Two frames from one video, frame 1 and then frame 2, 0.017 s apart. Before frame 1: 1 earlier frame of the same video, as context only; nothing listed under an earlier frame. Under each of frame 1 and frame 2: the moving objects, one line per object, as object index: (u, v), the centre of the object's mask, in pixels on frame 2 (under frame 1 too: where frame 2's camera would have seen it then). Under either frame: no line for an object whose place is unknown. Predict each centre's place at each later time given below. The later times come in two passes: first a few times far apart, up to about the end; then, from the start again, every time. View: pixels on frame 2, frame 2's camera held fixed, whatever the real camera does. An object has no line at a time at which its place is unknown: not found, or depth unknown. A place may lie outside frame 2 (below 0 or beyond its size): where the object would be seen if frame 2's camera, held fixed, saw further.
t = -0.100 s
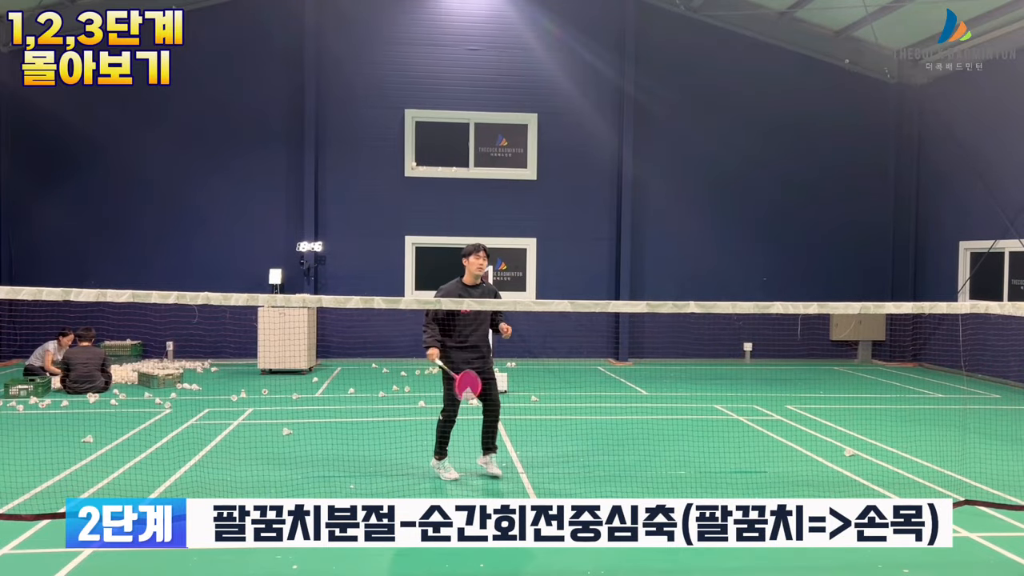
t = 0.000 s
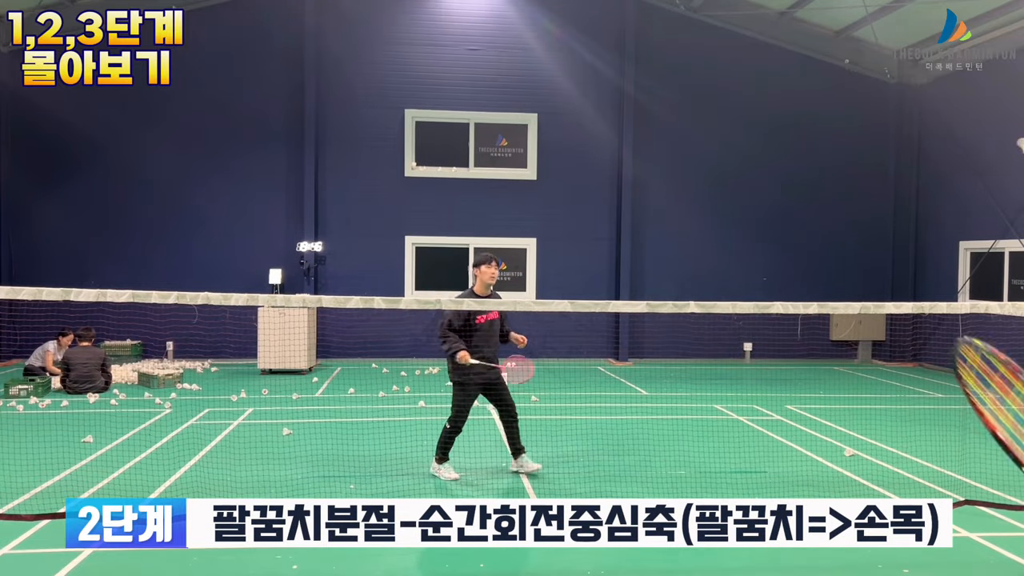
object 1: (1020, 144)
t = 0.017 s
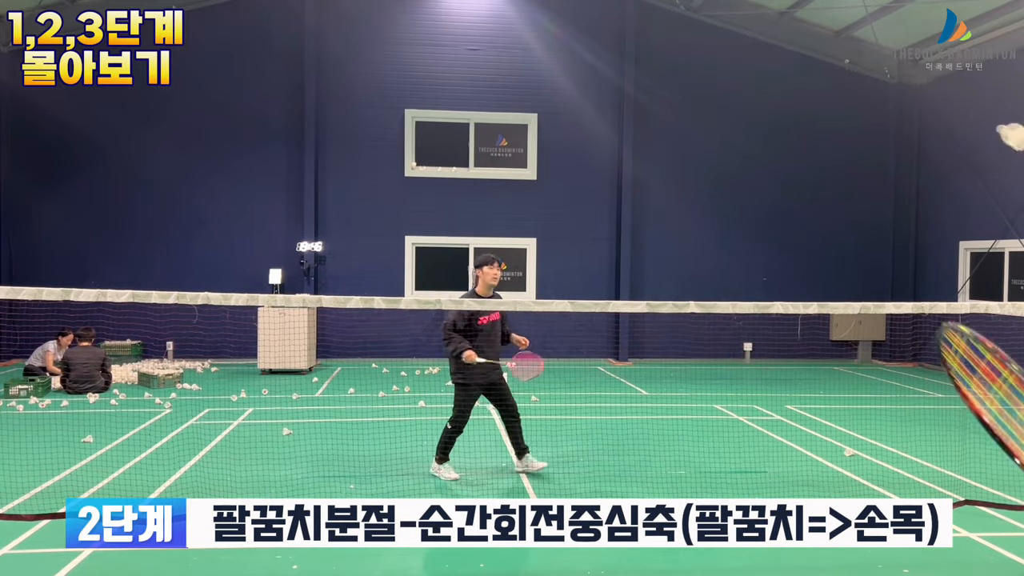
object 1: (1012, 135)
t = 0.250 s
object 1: (850, 82)
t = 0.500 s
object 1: (783, 145)
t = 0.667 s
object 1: (759, 218)
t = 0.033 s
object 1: (996, 124)
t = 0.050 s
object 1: (977, 114)
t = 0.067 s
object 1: (962, 106)
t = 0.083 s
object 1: (946, 99)
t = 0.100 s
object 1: (933, 94)
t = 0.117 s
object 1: (920, 89)
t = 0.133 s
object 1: (909, 86)
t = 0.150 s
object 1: (899, 83)
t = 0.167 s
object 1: (889, 81)
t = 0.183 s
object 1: (881, 80)
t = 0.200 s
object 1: (872, 80)
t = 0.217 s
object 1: (864, 80)
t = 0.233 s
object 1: (857, 81)
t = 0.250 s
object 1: (850, 82)
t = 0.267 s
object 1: (844, 84)
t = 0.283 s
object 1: (838, 86)
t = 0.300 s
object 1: (832, 89)
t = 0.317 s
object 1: (827, 92)
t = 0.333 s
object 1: (822, 95)
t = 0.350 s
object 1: (817, 98)
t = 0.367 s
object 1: (813, 103)
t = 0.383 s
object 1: (808, 107)
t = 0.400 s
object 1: (804, 112)
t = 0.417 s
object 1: (799, 116)
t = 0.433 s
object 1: (796, 122)
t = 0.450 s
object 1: (792, 127)
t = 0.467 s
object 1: (789, 133)
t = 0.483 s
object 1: (785, 139)
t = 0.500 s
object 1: (783, 145)
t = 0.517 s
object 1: (779, 152)
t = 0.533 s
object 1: (777, 158)
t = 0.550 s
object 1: (774, 165)
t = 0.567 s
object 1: (772, 172)
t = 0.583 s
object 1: (769, 179)
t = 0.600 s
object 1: (767, 187)
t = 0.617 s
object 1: (765, 194)
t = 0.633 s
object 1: (762, 202)
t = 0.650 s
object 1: (760, 210)
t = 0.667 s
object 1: (759, 218)
